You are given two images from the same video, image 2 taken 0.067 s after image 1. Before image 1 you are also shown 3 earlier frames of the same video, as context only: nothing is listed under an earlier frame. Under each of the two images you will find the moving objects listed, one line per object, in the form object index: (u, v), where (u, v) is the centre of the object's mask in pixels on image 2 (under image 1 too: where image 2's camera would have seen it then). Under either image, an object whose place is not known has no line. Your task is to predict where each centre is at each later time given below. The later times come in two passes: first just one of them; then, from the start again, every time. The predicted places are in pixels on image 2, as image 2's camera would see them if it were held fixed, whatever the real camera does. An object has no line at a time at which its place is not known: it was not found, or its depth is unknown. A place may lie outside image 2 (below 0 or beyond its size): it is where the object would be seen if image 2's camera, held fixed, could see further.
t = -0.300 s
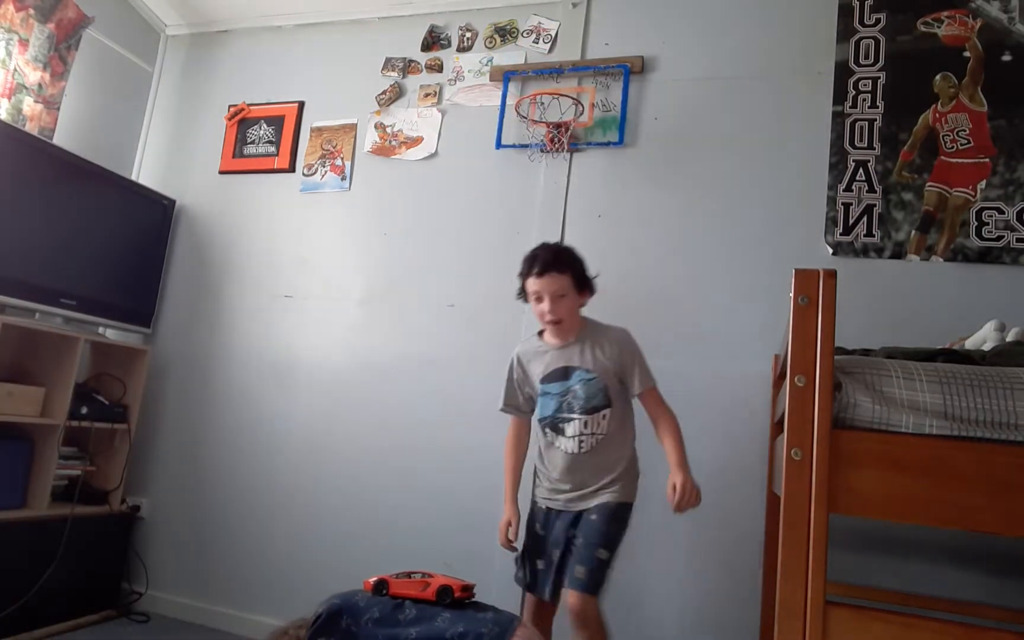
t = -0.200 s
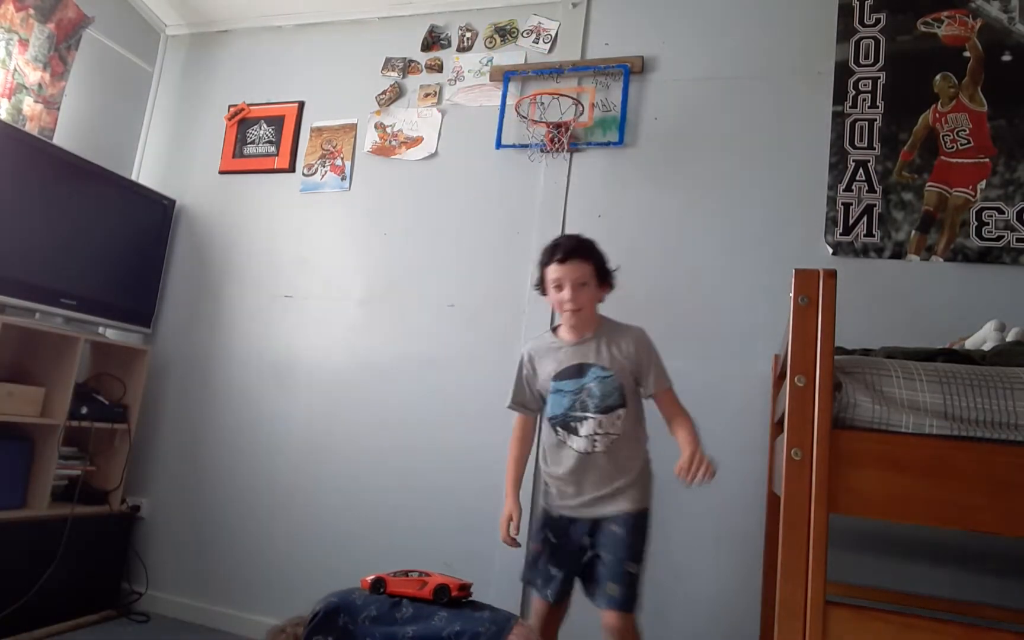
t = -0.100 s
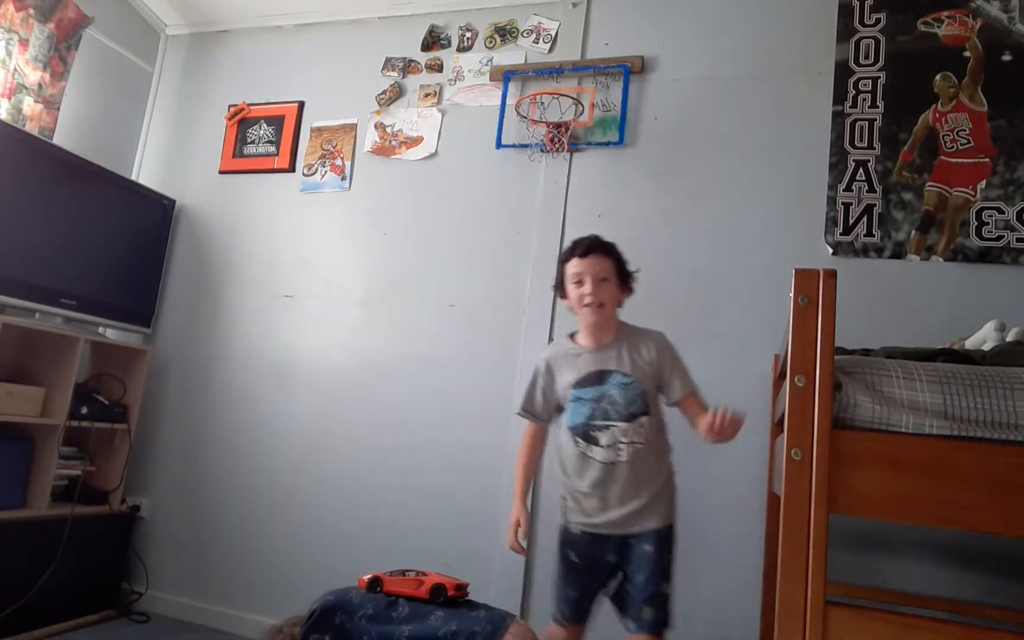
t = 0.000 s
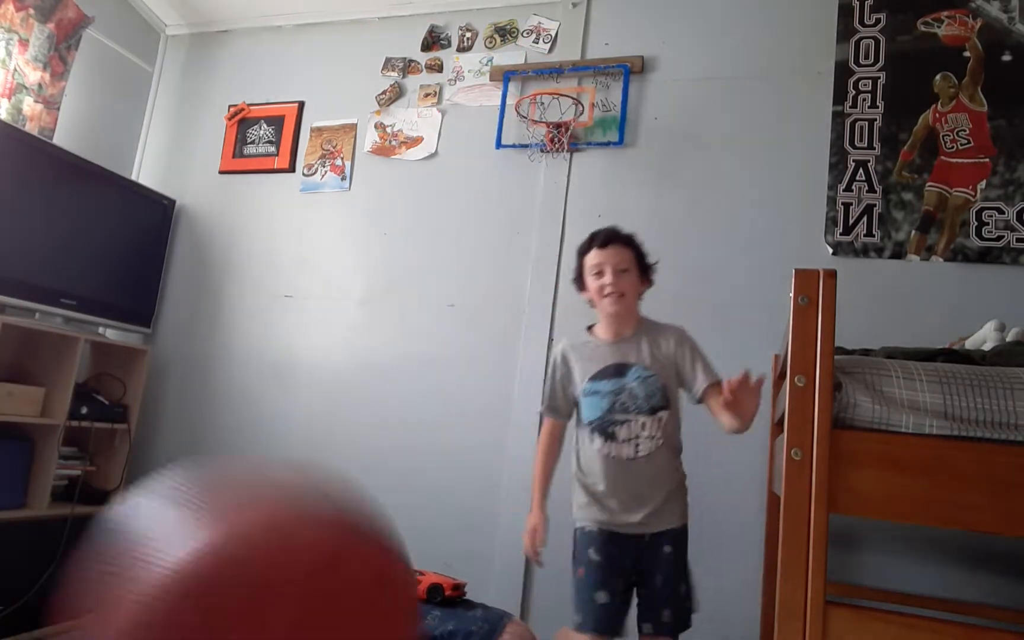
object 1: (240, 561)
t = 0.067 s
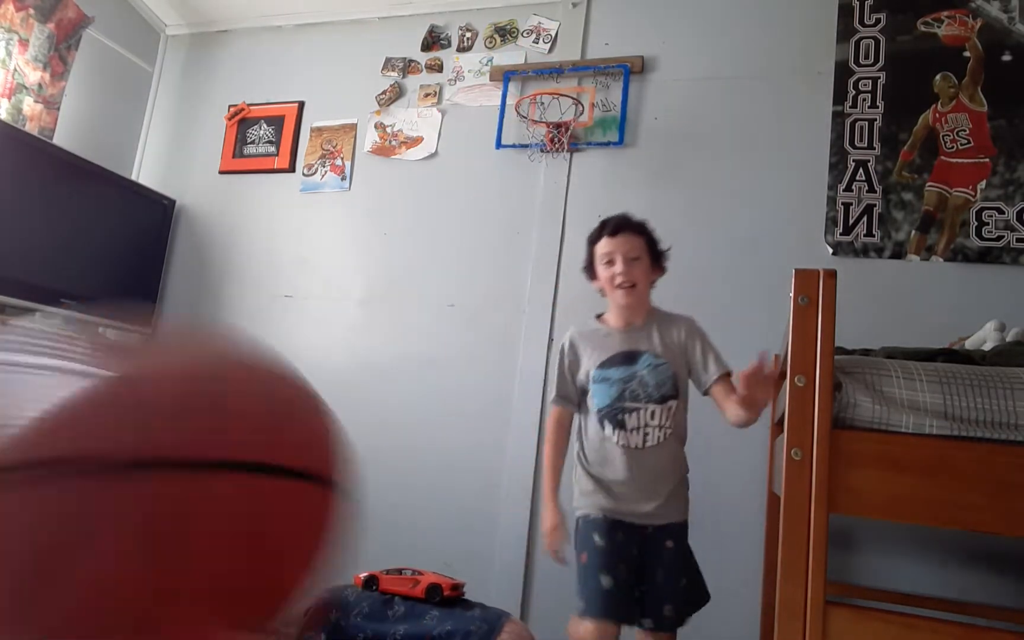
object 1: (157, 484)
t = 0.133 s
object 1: (88, 425)
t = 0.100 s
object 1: (125, 445)
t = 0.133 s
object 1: (88, 425)
